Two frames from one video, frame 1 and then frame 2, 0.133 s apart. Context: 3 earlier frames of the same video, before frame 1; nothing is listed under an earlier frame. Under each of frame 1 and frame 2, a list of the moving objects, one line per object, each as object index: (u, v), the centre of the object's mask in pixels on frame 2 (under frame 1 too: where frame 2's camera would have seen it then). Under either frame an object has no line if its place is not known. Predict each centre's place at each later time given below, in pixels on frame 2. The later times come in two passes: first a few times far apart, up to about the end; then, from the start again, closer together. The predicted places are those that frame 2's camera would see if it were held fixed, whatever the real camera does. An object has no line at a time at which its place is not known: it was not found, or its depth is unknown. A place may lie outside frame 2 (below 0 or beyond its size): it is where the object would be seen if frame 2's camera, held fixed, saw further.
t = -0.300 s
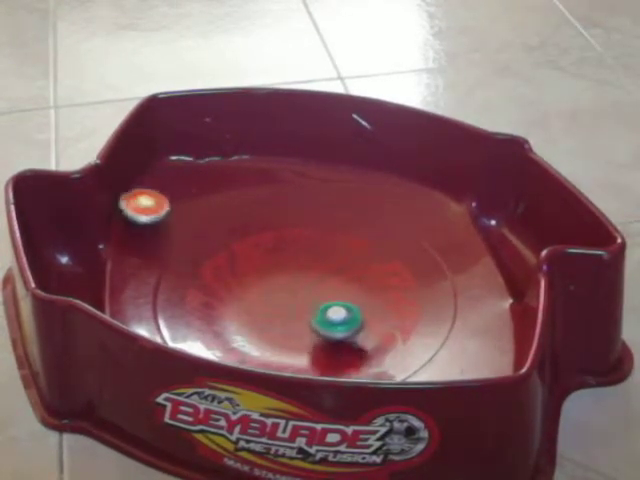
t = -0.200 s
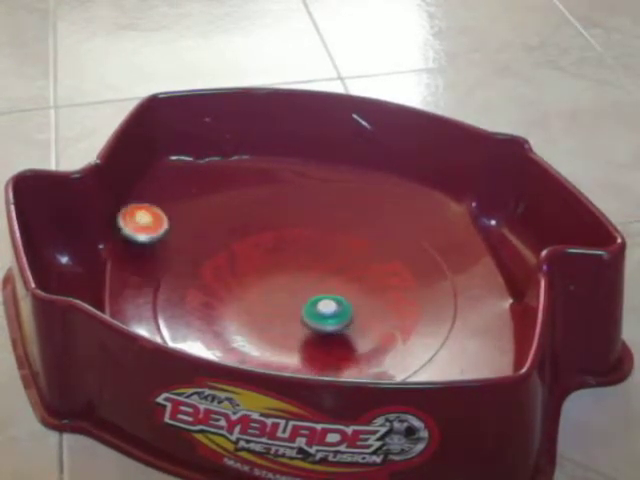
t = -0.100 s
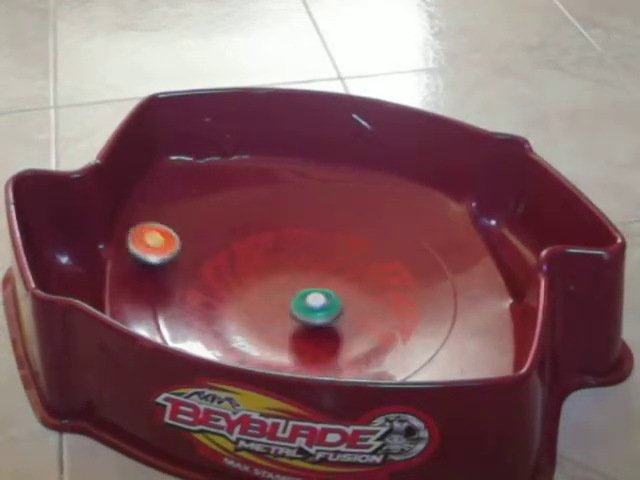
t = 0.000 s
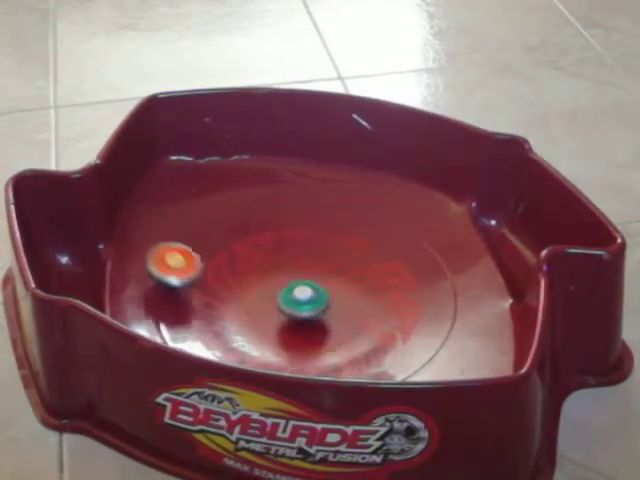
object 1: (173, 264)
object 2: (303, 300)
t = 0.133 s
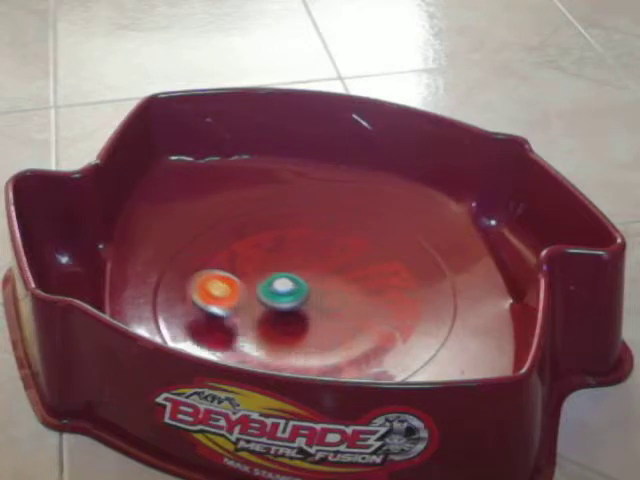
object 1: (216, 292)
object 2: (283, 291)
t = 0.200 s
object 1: (213, 301)
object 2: (303, 284)
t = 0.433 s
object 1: (268, 323)
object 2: (353, 256)
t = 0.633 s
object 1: (323, 299)
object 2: (304, 244)
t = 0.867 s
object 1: (371, 266)
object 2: (269, 269)
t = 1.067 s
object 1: (351, 232)
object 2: (291, 288)
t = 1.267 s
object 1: (301, 226)
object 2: (321, 303)
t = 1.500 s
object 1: (273, 266)
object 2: (362, 312)
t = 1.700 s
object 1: (311, 290)
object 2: (381, 290)
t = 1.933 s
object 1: (355, 318)
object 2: (343, 263)
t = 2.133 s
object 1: (395, 305)
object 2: (309, 269)
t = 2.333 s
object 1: (382, 272)
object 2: (285, 279)
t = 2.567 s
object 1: (333, 280)
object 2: (261, 295)
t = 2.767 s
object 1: (314, 303)
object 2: (243, 314)
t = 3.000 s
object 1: (321, 324)
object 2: (256, 334)
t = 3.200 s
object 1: (483, 279)
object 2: (167, 318)
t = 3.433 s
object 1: (455, 233)
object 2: (230, 319)
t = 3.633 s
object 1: (398, 216)
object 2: (283, 294)
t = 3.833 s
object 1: (328, 227)
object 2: (290, 258)
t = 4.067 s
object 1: (384, 253)
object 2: (172, 243)
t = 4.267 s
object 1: (480, 270)
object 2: (130, 280)
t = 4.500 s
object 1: (455, 272)
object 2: (254, 341)
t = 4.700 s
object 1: (398, 279)
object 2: (370, 340)
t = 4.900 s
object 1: (337, 295)
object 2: (442, 302)
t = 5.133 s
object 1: (308, 337)
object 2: (431, 265)
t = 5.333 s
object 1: (311, 351)
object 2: (385, 258)
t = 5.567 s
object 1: (316, 335)
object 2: (318, 276)
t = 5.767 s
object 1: (273, 331)
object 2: (276, 283)
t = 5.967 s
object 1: (263, 343)
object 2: (245, 246)
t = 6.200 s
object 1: (262, 314)
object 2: (212, 257)
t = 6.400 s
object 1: (259, 293)
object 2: (209, 272)
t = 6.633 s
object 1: (332, 290)
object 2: (254, 281)
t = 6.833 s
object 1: (373, 271)
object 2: (310, 274)
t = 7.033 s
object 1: (401, 240)
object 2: (337, 273)
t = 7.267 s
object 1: (402, 230)
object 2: (352, 280)
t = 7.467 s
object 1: (361, 255)
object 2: (380, 294)
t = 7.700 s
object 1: (305, 265)
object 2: (387, 303)
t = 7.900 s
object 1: (306, 292)
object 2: (359, 312)
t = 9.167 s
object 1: (233, 263)
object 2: (282, 252)
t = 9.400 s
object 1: (236, 265)
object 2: (321, 239)
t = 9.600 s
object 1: (273, 259)
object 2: (332, 250)
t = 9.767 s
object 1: (259, 251)
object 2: (383, 266)
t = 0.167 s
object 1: (221, 297)
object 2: (285, 288)
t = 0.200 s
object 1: (213, 301)
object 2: (303, 284)
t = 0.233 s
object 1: (207, 305)
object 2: (319, 280)
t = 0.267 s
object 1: (209, 309)
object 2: (331, 276)
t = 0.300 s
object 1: (215, 312)
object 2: (341, 272)
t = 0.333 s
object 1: (227, 318)
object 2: (348, 267)
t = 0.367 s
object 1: (239, 321)
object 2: (353, 264)
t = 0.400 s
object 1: (255, 323)
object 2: (355, 260)
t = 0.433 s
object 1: (268, 323)
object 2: (353, 256)
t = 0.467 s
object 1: (281, 321)
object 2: (349, 252)
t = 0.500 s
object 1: (290, 317)
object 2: (342, 249)
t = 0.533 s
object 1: (299, 313)
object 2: (333, 246)
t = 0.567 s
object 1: (307, 308)
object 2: (324, 244)
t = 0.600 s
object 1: (316, 303)
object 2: (314, 243)
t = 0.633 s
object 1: (323, 299)
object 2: (304, 244)
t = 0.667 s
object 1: (330, 294)
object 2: (295, 246)
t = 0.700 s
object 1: (337, 289)
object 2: (287, 249)
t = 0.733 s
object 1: (345, 284)
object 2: (280, 252)
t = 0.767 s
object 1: (352, 280)
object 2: (273, 257)
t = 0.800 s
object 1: (360, 276)
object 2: (269, 261)
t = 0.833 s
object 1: (367, 272)
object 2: (269, 265)
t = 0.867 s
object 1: (371, 266)
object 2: (269, 269)
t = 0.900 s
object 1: (373, 259)
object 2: (271, 273)
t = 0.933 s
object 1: (371, 253)
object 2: (274, 276)
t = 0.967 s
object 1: (368, 247)
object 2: (278, 280)
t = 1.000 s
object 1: (363, 241)
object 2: (282, 283)
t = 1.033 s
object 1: (357, 236)
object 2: (287, 286)
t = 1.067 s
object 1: (351, 232)
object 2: (291, 288)
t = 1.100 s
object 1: (344, 228)
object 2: (296, 291)
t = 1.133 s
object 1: (336, 226)
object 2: (301, 293)
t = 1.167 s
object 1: (327, 224)
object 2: (305, 296)
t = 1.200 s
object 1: (319, 223)
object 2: (310, 299)
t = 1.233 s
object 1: (310, 224)
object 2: (315, 301)
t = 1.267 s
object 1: (301, 226)
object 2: (321, 303)
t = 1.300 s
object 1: (292, 229)
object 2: (327, 305)
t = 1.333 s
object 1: (284, 234)
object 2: (333, 307)
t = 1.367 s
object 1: (277, 241)
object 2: (339, 308)
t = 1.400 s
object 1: (272, 247)
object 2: (345, 309)
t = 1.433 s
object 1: (269, 254)
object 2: (351, 310)
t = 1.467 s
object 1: (270, 261)
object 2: (356, 311)
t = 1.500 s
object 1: (273, 266)
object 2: (362, 312)
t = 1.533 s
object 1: (278, 271)
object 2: (367, 311)
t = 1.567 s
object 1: (284, 275)
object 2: (373, 310)
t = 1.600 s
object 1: (291, 279)
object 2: (378, 307)
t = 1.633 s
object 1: (298, 283)
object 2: (380, 302)
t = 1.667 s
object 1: (304, 287)
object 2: (382, 297)
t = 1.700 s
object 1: (311, 290)
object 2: (381, 290)
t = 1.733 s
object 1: (317, 294)
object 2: (380, 284)
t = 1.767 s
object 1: (324, 298)
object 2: (376, 279)
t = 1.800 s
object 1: (330, 302)
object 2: (371, 274)
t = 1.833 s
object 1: (337, 306)
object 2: (365, 269)
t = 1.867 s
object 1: (343, 310)
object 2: (358, 266)
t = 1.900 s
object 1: (349, 314)
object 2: (350, 264)
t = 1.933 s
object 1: (355, 318)
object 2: (343, 263)
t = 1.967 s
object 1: (363, 321)
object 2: (336, 263)
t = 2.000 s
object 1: (371, 321)
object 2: (329, 263)
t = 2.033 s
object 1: (378, 319)
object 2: (324, 264)
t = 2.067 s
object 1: (385, 316)
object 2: (319, 266)
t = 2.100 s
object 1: (391, 311)
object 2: (314, 267)
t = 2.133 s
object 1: (395, 305)
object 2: (309, 269)
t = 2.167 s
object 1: (399, 298)
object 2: (305, 271)
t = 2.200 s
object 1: (400, 292)
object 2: (301, 273)
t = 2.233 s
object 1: (398, 286)
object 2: (297, 274)
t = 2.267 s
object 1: (395, 281)
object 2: (292, 276)
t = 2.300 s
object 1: (389, 276)
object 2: (288, 277)
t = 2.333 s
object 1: (382, 272)
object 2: (285, 279)
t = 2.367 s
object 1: (374, 269)
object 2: (281, 281)
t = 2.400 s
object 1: (365, 268)
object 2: (277, 283)
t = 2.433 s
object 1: (356, 268)
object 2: (274, 285)
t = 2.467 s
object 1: (349, 270)
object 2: (270, 287)
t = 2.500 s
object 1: (342, 272)
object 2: (267, 290)
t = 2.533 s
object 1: (337, 276)
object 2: (264, 292)
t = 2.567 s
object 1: (333, 280)
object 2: (261, 295)
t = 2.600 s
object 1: (329, 284)
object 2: (258, 298)
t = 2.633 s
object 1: (323, 288)
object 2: (256, 301)
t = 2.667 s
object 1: (318, 292)
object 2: (254, 304)
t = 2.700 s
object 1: (313, 297)
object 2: (253, 307)
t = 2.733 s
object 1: (308, 300)
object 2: (251, 310)
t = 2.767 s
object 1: (314, 303)
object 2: (243, 314)
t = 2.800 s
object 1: (319, 307)
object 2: (235, 317)
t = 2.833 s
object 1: (321, 310)
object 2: (232, 319)
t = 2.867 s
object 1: (321, 313)
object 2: (233, 322)
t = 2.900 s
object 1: (320, 316)
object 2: (236, 326)
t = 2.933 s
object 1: (319, 320)
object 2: (245, 329)
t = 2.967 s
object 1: (318, 322)
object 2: (254, 333)
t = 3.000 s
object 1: (321, 324)
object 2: (256, 334)
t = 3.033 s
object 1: (367, 324)
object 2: (228, 331)
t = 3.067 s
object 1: (402, 318)
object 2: (204, 328)
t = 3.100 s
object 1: (435, 307)
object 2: (187, 324)
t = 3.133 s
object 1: (458, 296)
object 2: (173, 322)
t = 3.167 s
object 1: (475, 287)
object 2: (167, 319)
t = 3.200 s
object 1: (483, 279)
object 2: (167, 318)
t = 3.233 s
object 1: (486, 270)
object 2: (172, 317)
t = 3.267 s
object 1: (487, 263)
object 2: (179, 317)
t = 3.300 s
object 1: (484, 255)
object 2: (187, 317)
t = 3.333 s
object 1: (478, 249)
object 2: (196, 317)
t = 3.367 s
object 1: (471, 244)
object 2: (207, 318)
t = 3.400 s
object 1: (464, 239)
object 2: (218, 318)
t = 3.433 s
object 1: (455, 233)
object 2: (230, 319)
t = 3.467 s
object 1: (446, 229)
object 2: (245, 318)
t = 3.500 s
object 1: (438, 225)
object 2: (258, 315)
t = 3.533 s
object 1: (429, 221)
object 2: (268, 310)
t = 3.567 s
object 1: (419, 218)
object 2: (275, 306)
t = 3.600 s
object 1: (409, 216)
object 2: (280, 300)
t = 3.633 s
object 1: (398, 216)
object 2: (283, 294)
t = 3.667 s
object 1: (385, 216)
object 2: (286, 287)
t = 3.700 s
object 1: (373, 218)
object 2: (288, 281)
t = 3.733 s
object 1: (360, 221)
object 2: (290, 275)
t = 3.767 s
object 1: (348, 224)
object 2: (292, 269)
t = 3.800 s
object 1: (334, 229)
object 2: (294, 262)
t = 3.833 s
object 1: (328, 227)
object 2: (290, 258)
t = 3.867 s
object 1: (327, 227)
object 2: (281, 256)
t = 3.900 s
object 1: (326, 229)
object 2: (273, 258)
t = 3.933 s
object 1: (321, 233)
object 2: (267, 256)
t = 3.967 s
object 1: (315, 239)
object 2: (261, 255)
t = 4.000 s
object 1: (314, 245)
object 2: (249, 254)
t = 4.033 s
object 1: (351, 251)
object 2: (208, 249)
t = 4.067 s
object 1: (384, 253)
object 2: (172, 243)
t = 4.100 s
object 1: (414, 256)
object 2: (139, 239)
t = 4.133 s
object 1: (440, 259)
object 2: (123, 238)
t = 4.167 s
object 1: (456, 260)
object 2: (116, 246)
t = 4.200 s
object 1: (468, 265)
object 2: (113, 259)
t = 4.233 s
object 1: (476, 268)
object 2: (120, 268)
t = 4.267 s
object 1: (480, 270)
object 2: (130, 280)
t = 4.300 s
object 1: (481, 271)
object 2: (143, 290)
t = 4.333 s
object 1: (480, 272)
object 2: (157, 299)
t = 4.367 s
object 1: (477, 272)
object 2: (174, 310)
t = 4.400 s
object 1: (474, 272)
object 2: (192, 318)
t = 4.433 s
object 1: (469, 272)
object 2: (212, 326)
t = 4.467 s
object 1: (462, 272)
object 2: (232, 334)
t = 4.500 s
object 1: (455, 272)
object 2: (254, 341)
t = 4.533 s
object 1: (447, 272)
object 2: (276, 344)
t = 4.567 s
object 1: (438, 273)
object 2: (296, 347)
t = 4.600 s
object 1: (430, 274)
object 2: (316, 347)
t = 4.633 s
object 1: (420, 275)
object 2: (335, 346)
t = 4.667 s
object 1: (410, 276)
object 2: (352, 344)
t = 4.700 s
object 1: (398, 279)
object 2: (370, 340)
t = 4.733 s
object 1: (386, 282)
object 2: (385, 333)
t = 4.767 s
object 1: (374, 285)
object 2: (399, 327)
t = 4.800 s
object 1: (362, 287)
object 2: (412, 322)
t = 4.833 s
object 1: (352, 289)
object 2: (424, 316)
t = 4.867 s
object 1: (344, 292)
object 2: (434, 309)
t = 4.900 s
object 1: (337, 295)
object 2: (442, 302)
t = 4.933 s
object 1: (332, 300)
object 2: (450, 297)
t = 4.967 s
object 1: (327, 306)
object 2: (452, 290)
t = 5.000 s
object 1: (324, 312)
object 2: (451, 284)
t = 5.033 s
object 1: (320, 319)
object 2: (447, 279)
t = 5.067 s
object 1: (316, 326)
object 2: (442, 274)
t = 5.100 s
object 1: (313, 332)
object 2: (436, 268)
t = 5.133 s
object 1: (308, 337)
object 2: (431, 265)
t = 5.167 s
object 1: (306, 342)
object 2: (423, 262)
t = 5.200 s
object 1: (305, 346)
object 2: (418, 260)
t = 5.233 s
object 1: (306, 348)
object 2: (412, 258)
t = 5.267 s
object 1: (307, 350)
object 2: (404, 258)
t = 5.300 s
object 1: (309, 351)
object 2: (395, 257)
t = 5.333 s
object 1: (311, 351)
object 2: (385, 258)
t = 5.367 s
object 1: (314, 351)
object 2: (374, 259)
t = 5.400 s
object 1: (316, 350)
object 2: (362, 261)
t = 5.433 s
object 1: (318, 348)
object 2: (351, 262)
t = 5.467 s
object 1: (319, 346)
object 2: (341, 266)
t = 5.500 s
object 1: (319, 342)
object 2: (333, 269)
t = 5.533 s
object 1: (318, 339)
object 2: (326, 273)
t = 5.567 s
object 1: (316, 335)
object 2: (318, 276)
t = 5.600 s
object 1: (312, 331)
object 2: (313, 279)
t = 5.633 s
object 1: (306, 329)
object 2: (305, 282)
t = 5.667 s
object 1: (299, 327)
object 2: (297, 285)
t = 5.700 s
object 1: (291, 326)
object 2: (289, 288)
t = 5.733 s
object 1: (283, 326)
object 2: (282, 290)
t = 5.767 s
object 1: (273, 331)
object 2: (276, 283)
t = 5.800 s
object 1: (268, 337)
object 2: (272, 276)
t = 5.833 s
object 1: (261, 341)
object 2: (266, 266)
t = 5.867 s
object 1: (258, 344)
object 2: (260, 258)
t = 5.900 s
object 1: (258, 344)
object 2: (256, 252)
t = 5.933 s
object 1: (260, 344)
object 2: (251, 248)
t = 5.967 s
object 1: (263, 343)
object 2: (245, 246)
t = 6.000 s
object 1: (266, 341)
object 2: (238, 245)
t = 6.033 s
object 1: (269, 339)
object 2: (232, 246)
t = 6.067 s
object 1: (271, 335)
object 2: (226, 247)
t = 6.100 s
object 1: (270, 330)
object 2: (221, 249)
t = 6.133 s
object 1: (268, 325)
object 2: (217, 252)
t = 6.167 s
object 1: (266, 319)
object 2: (214, 254)
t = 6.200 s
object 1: (262, 314)
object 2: (212, 257)
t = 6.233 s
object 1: (257, 308)
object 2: (210, 260)
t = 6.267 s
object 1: (254, 303)
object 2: (209, 264)
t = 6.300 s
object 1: (250, 298)
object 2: (209, 268)
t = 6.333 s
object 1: (251, 296)
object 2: (207, 269)
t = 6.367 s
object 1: (256, 295)
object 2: (207, 270)
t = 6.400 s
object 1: (259, 293)
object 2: (209, 272)
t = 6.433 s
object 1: (262, 290)
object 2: (212, 276)
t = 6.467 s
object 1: (274, 289)
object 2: (214, 276)
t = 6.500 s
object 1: (287, 291)
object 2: (217, 276)
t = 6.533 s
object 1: (299, 292)
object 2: (224, 278)
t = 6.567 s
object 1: (311, 292)
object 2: (232, 280)
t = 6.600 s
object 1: (323, 292)
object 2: (243, 281)
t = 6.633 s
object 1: (332, 290)
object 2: (254, 281)
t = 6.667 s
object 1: (341, 288)
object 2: (263, 280)
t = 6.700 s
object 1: (348, 284)
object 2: (272, 279)
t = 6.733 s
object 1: (354, 281)
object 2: (282, 278)
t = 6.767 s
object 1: (361, 278)
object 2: (291, 277)
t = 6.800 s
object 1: (368, 275)
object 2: (300, 275)
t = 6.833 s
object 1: (373, 271)
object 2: (310, 274)
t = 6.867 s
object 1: (375, 266)
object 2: (318, 274)
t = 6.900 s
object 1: (379, 261)
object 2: (326, 273)
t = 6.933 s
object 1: (385, 256)
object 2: (331, 273)
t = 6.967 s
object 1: (386, 251)
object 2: (337, 272)
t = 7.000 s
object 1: (391, 245)
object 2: (340, 272)
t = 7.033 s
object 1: (401, 240)
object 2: (337, 273)
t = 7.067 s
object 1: (409, 235)
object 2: (336, 274)
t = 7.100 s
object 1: (414, 231)
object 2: (335, 274)
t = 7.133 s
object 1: (417, 229)
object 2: (336, 274)
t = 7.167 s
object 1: (417, 227)
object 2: (338, 275)
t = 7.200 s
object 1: (413, 227)
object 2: (342, 276)
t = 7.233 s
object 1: (408, 228)
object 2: (347, 278)
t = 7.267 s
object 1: (402, 230)
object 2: (352, 280)
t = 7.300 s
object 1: (396, 232)
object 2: (357, 283)
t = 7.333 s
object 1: (389, 236)
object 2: (362, 286)
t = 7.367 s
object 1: (383, 240)
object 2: (368, 289)
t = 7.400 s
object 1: (376, 244)
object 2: (372, 291)
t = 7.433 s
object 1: (370, 250)
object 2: (377, 293)
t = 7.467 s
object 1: (361, 255)
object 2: (380, 294)
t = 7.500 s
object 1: (353, 261)
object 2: (383, 293)
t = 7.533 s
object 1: (344, 264)
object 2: (387, 295)
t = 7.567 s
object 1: (332, 264)
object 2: (392, 299)
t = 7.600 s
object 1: (323, 263)
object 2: (394, 301)
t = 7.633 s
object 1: (315, 263)
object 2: (393, 303)
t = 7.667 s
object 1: (310, 264)
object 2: (391, 303)
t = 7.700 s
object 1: (305, 265)
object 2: (387, 303)
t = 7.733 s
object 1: (303, 267)
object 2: (383, 303)
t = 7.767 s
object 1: (303, 270)
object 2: (378, 304)
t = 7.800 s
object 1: (304, 274)
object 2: (373, 305)
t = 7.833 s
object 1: (305, 279)
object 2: (368, 307)
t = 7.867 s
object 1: (306, 285)
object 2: (364, 309)
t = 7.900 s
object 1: (306, 292)
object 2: (359, 312)
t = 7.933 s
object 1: (305, 298)
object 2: (354, 316)
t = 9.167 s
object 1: (233, 263)
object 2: (282, 252)
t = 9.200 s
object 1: (230, 262)
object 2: (288, 249)
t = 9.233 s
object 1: (225, 262)
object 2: (299, 244)
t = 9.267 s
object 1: (224, 262)
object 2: (306, 241)
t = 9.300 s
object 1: (226, 263)
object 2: (313, 239)
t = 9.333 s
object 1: (228, 263)
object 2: (317, 239)
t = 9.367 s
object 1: (232, 264)
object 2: (319, 239)
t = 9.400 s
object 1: (236, 265)
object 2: (321, 239)
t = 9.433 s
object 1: (242, 265)
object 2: (322, 240)
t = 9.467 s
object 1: (248, 264)
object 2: (323, 241)
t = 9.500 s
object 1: (254, 263)
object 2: (324, 243)
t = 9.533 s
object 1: (260, 262)
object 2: (326, 245)
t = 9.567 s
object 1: (266, 260)
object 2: (329, 247)
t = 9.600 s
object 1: (273, 259)
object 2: (332, 250)
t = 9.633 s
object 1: (280, 257)
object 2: (335, 253)
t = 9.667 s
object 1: (285, 255)
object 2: (339, 255)
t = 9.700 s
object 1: (276, 253)
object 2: (356, 259)
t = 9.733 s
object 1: (266, 251)
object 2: (371, 262)
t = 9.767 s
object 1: (259, 251)
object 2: (383, 266)
